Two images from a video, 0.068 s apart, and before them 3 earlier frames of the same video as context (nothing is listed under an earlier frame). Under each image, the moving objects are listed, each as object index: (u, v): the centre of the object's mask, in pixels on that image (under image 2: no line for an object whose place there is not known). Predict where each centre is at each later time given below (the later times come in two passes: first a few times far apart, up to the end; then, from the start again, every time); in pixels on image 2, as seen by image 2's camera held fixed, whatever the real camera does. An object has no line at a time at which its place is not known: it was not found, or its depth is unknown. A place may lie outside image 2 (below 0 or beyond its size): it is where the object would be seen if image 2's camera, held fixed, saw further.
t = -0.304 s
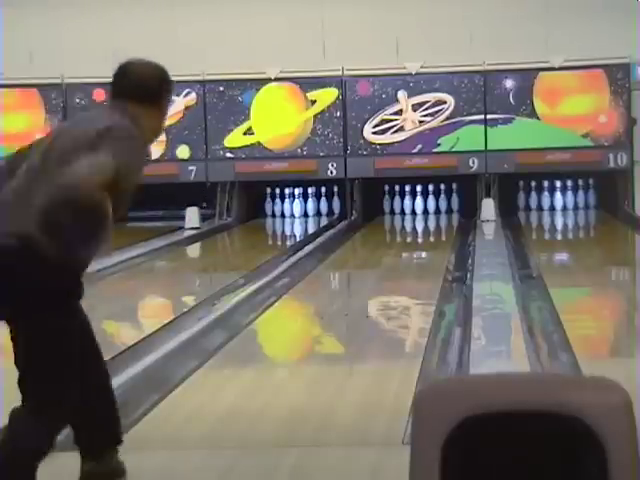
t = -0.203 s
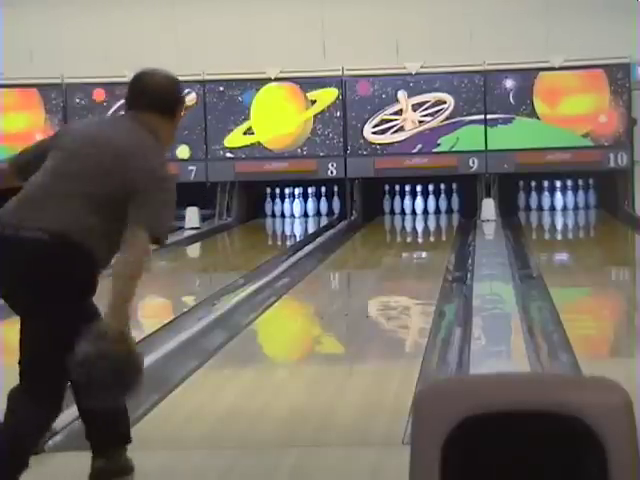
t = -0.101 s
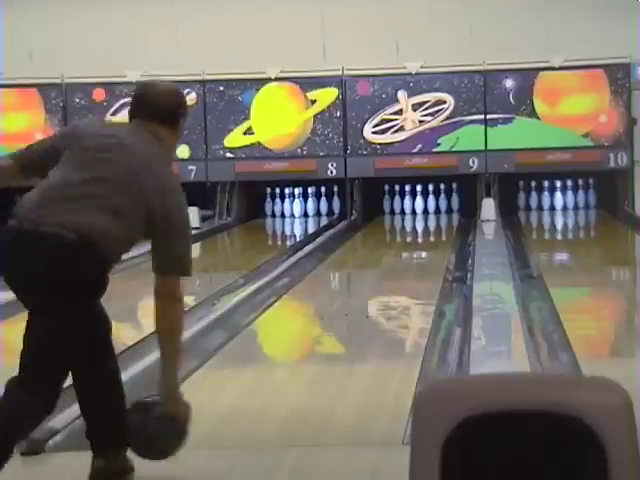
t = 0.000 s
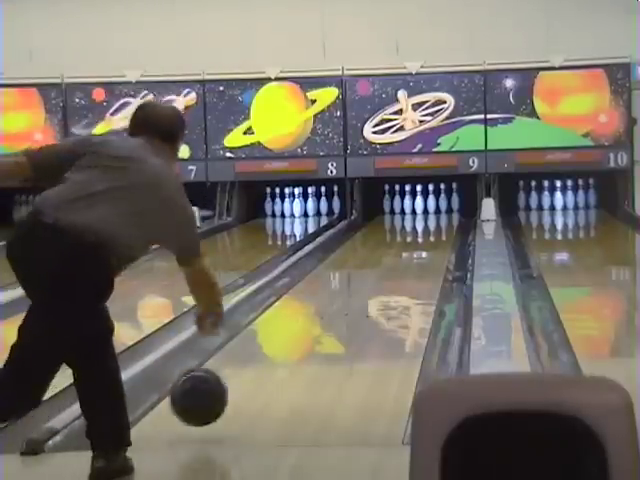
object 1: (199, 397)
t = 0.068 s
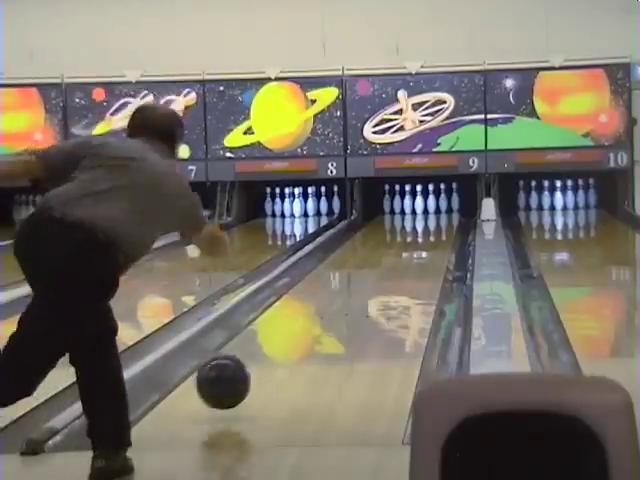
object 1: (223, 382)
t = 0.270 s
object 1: (280, 347)
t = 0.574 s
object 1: (335, 305)
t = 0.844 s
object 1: (369, 280)
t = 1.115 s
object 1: (393, 262)
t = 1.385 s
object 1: (409, 246)
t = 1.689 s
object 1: (422, 233)
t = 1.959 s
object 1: (431, 223)
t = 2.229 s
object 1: (435, 215)
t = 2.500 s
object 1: (434, 210)
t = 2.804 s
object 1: (432, 205)
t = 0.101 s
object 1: (234, 379)
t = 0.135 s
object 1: (244, 374)
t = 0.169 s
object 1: (254, 365)
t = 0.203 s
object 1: (263, 360)
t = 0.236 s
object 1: (272, 353)
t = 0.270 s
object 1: (280, 347)
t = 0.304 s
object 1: (287, 342)
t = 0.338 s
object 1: (294, 336)
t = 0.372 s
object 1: (301, 331)
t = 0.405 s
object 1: (308, 326)
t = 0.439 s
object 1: (314, 322)
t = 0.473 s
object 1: (319, 317)
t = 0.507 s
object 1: (325, 313)
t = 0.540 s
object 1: (330, 309)
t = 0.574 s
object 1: (335, 305)
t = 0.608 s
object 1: (340, 302)
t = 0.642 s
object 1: (345, 298)
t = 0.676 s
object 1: (350, 294)
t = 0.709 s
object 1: (354, 291)
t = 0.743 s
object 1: (358, 288)
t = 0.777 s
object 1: (362, 285)
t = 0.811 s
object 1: (365, 283)
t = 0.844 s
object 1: (369, 280)
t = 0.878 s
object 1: (372, 277)
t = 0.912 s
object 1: (375, 275)
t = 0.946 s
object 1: (379, 272)
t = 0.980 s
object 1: (382, 270)
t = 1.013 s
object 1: (385, 268)
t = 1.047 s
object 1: (388, 266)
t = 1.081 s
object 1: (390, 264)
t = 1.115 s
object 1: (393, 262)
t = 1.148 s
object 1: (395, 260)
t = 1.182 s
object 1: (398, 258)
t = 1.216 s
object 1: (400, 255)
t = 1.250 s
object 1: (402, 253)
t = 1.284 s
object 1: (404, 252)
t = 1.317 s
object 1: (406, 250)
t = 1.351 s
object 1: (408, 248)
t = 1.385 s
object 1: (409, 246)
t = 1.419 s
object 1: (411, 244)
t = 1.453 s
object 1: (412, 243)
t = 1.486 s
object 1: (414, 242)
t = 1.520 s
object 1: (415, 239)
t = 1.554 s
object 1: (418, 238)
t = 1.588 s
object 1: (421, 236)
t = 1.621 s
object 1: (421, 235)
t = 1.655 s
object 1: (421, 234)
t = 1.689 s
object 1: (422, 233)
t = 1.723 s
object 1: (424, 231)
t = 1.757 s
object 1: (424, 230)
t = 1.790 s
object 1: (426, 229)
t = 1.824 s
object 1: (427, 228)
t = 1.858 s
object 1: (428, 226)
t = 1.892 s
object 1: (429, 225)
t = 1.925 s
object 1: (430, 224)
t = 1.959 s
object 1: (431, 223)
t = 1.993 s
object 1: (432, 222)
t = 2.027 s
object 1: (432, 221)
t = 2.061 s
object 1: (433, 220)
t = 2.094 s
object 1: (433, 219)
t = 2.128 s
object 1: (434, 218)
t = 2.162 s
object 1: (434, 217)
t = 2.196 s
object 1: (435, 216)
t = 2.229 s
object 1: (435, 215)
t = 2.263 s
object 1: (435, 215)
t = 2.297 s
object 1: (435, 214)
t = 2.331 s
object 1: (435, 213)
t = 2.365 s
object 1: (435, 213)
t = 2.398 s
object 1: (435, 212)
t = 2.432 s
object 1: (435, 211)
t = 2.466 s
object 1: (434, 211)
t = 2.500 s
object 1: (434, 210)
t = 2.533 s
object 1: (434, 209)
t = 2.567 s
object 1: (434, 208)
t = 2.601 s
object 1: (434, 208)
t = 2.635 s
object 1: (433, 209)
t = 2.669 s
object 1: (433, 208)
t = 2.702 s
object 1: (432, 207)
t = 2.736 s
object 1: (432, 207)
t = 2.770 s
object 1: (432, 206)
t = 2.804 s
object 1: (432, 205)
